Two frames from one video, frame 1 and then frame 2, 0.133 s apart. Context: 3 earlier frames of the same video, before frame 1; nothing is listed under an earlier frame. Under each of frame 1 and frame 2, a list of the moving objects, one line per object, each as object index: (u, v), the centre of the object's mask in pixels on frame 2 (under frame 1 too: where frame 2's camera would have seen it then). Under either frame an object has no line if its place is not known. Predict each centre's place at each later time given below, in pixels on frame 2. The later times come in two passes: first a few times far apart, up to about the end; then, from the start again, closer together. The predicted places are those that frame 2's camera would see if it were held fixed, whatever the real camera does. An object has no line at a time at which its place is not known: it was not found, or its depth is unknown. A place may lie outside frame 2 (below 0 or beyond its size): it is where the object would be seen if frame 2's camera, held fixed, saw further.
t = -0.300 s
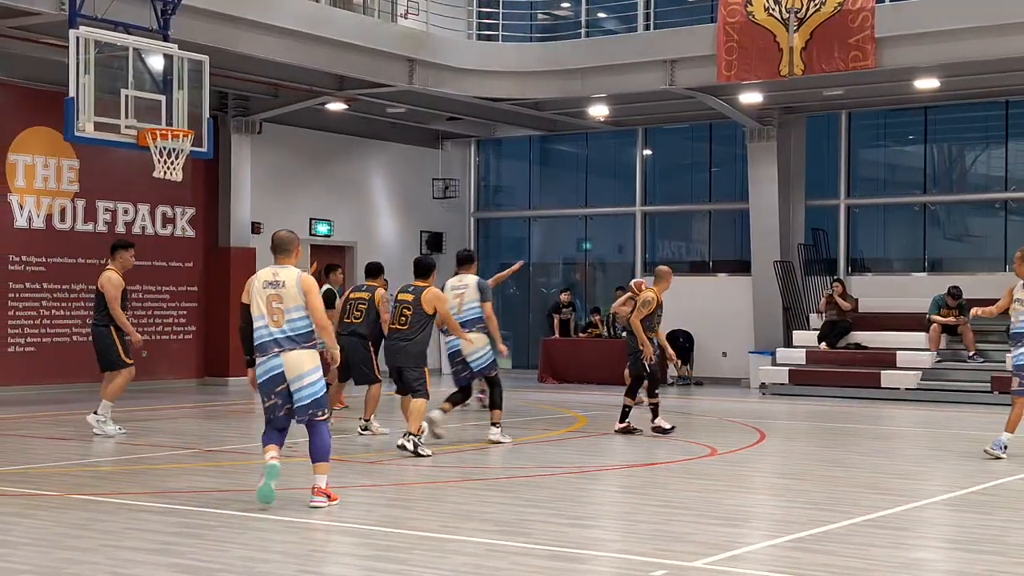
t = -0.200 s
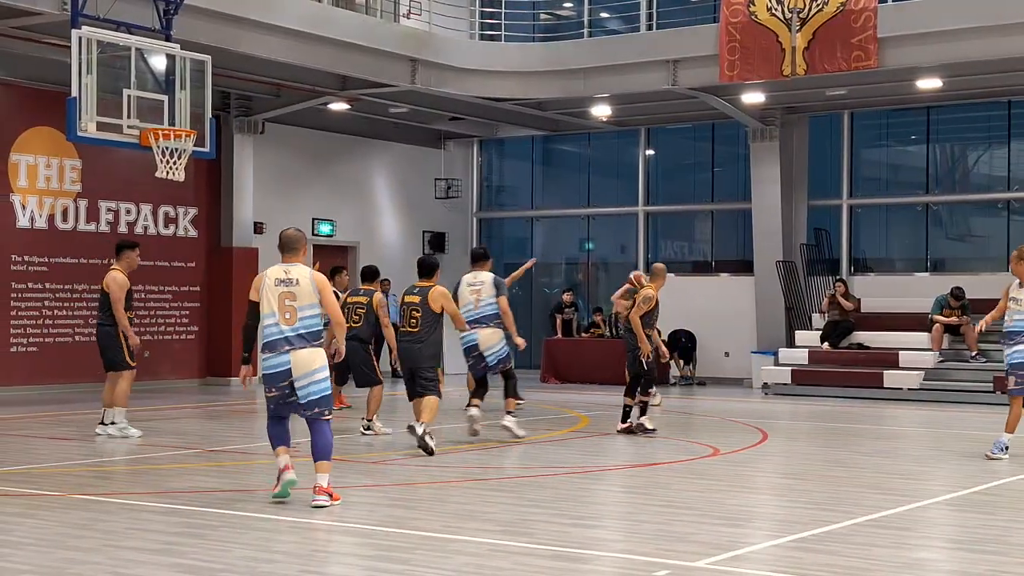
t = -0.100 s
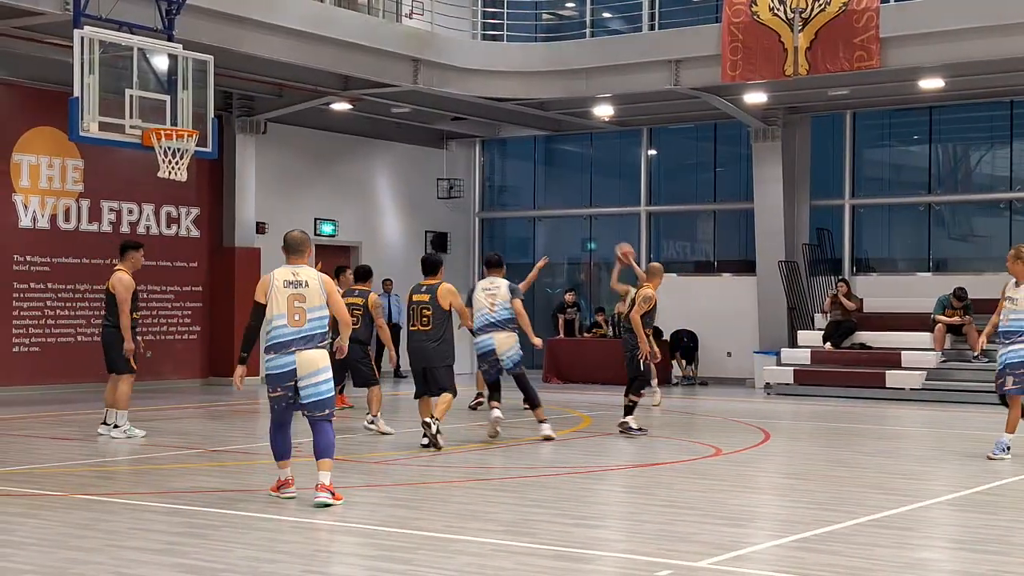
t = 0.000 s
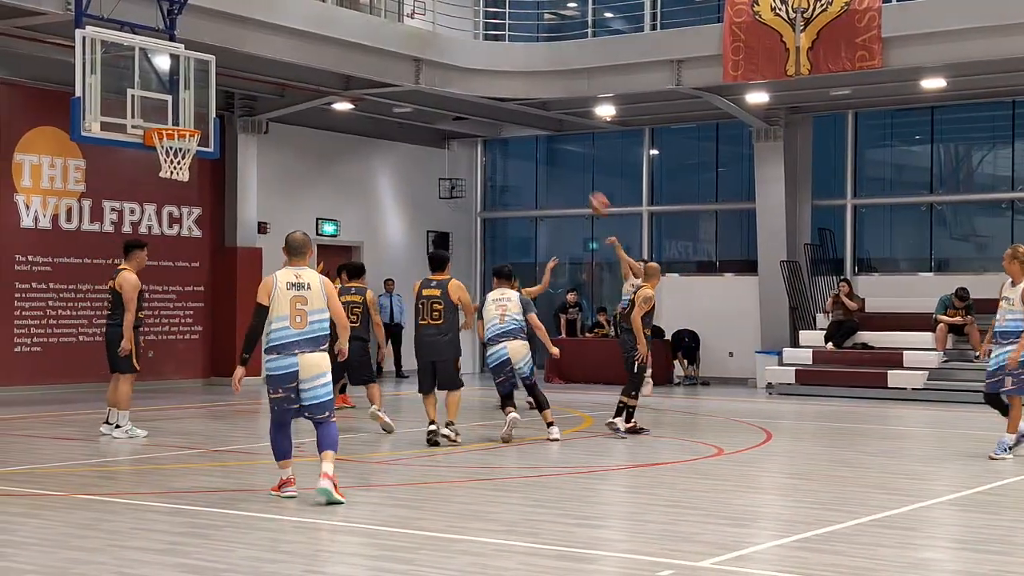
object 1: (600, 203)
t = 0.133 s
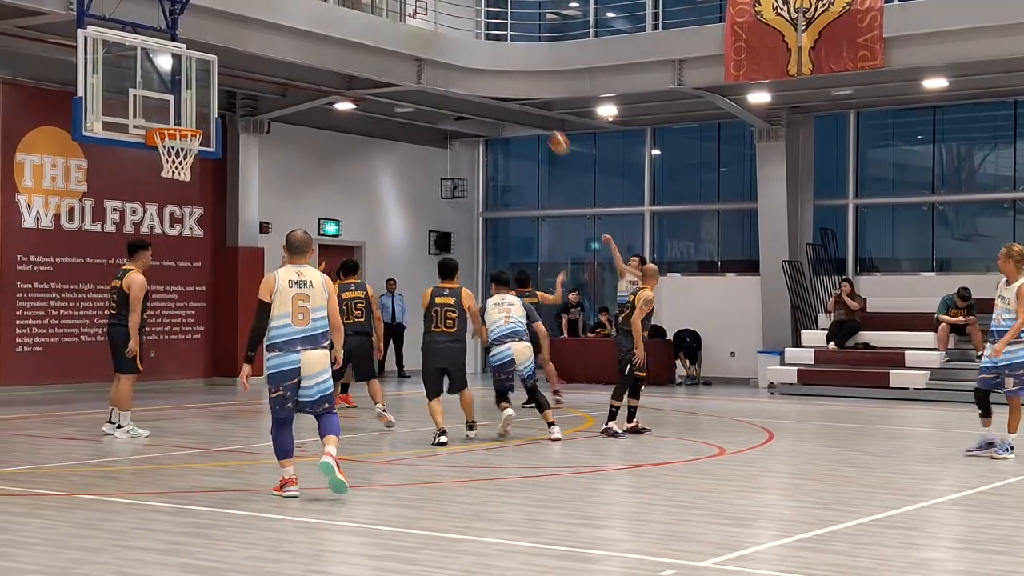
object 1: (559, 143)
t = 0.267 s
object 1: (515, 93)
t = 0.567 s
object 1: (412, 29)
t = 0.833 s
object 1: (314, 33)
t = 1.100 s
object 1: (205, 103)
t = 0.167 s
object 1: (548, 129)
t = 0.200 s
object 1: (538, 117)
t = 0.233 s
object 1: (527, 105)
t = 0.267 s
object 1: (515, 93)
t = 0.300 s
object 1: (504, 83)
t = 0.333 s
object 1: (493, 75)
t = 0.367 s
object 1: (482, 65)
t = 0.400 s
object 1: (471, 56)
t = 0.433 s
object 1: (460, 49)
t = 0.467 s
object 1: (448, 43)
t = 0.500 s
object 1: (436, 38)
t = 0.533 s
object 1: (424, 34)
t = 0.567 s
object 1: (412, 29)
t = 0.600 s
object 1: (400, 26)
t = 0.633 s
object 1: (389, 24)
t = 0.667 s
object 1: (377, 24)
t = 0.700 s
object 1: (364, 23)
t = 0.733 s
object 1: (351, 25)
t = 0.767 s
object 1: (339, 27)
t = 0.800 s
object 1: (326, 30)
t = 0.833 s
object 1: (314, 33)
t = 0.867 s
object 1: (300, 38)
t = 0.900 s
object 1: (287, 43)
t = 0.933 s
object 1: (274, 51)
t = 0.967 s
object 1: (261, 59)
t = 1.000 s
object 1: (247, 68)
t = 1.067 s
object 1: (220, 90)
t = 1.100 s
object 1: (205, 103)
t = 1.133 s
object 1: (193, 117)
